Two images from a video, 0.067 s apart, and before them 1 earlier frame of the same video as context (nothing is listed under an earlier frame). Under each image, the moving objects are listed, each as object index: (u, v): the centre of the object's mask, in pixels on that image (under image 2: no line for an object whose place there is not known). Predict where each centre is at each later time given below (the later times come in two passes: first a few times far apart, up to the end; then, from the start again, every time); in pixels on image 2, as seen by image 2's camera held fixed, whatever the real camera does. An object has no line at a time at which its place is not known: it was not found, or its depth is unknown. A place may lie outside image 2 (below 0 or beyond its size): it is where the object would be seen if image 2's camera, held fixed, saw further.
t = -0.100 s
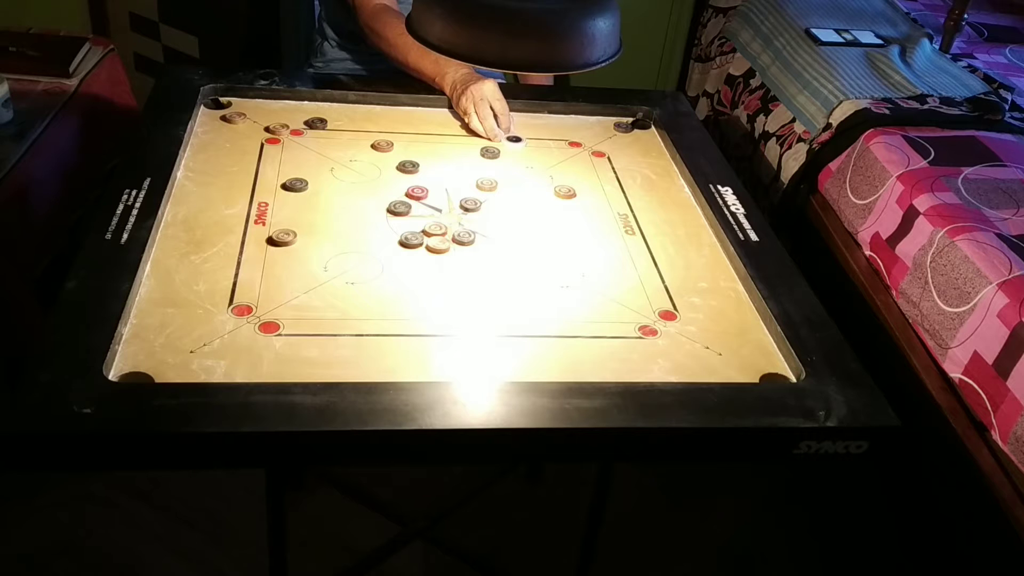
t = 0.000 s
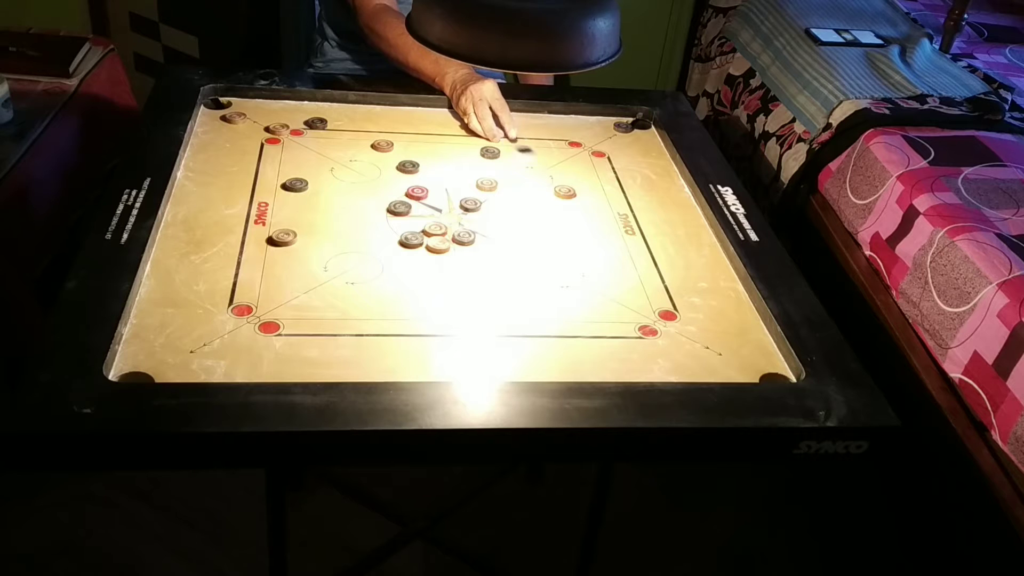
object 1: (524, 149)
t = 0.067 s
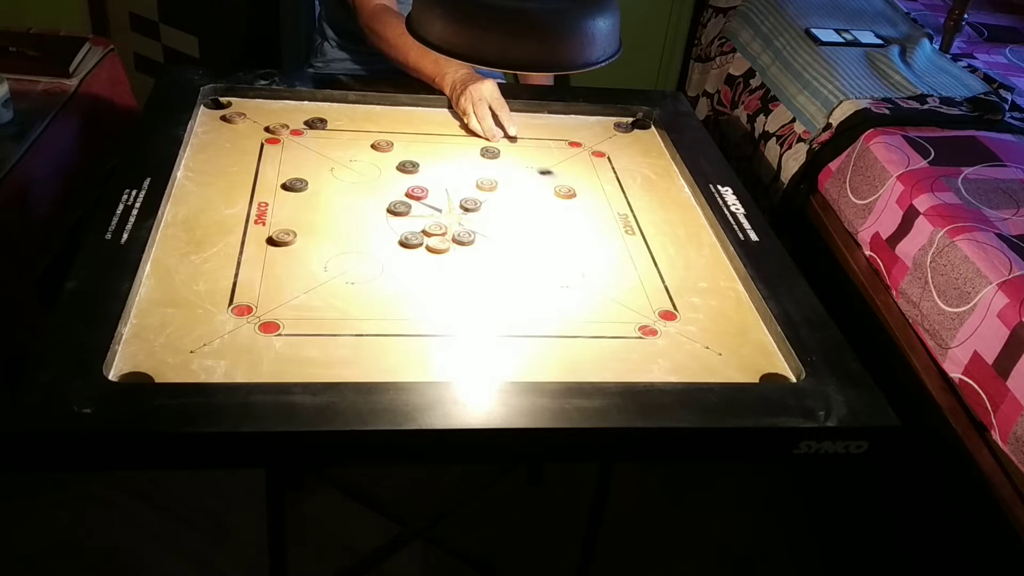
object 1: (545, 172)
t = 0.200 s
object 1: (566, 197)
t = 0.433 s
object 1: (585, 221)
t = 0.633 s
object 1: (589, 227)
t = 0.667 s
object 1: (589, 227)
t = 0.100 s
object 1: (553, 181)
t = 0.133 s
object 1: (558, 187)
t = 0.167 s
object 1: (562, 192)
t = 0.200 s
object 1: (566, 197)
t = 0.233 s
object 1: (569, 201)
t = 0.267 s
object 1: (572, 206)
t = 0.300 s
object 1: (575, 209)
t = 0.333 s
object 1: (578, 213)
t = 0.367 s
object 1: (580, 215)
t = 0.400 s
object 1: (582, 218)
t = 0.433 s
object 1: (585, 221)
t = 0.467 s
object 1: (587, 224)
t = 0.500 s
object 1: (588, 226)
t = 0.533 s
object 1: (588, 226)
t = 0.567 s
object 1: (589, 227)
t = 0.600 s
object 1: (589, 227)
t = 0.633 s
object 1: (589, 227)
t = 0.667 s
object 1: (589, 227)
